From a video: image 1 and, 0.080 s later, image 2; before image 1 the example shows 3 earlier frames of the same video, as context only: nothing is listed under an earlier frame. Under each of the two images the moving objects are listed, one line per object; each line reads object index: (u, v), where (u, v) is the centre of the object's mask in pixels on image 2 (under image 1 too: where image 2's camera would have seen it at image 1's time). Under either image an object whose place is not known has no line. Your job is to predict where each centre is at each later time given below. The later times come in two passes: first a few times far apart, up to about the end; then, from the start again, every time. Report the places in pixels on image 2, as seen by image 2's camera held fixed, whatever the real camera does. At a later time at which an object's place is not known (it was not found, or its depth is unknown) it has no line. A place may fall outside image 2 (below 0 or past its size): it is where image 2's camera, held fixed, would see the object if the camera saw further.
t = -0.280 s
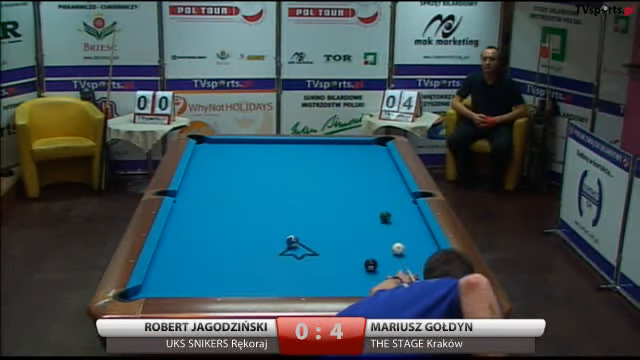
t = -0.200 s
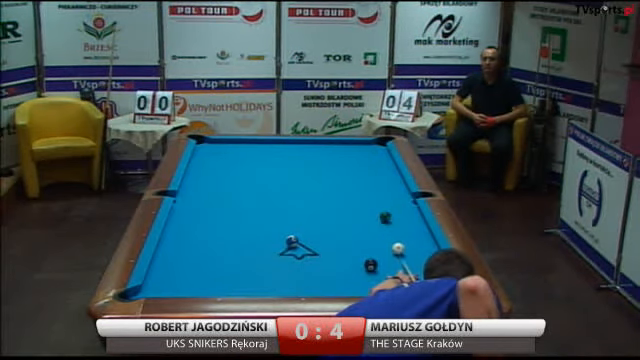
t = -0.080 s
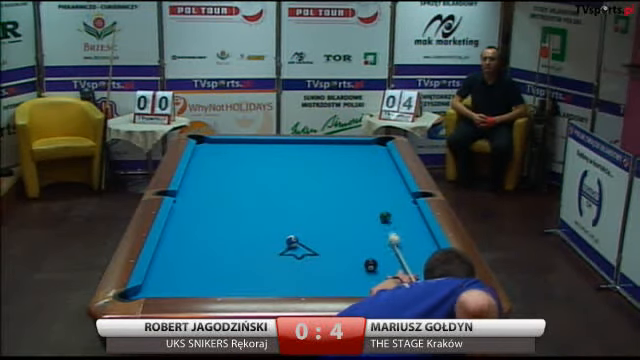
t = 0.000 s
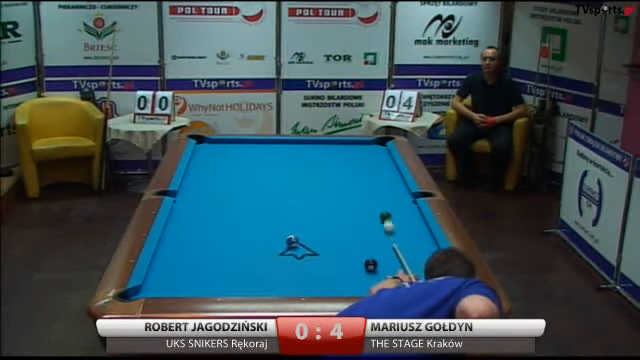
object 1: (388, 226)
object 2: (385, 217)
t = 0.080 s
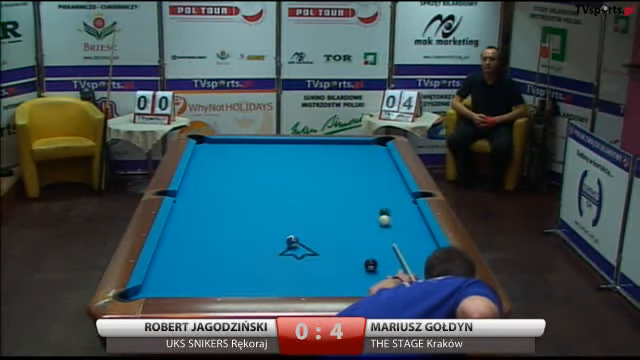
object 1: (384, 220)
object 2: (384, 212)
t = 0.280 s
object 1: (379, 220)
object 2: (382, 195)
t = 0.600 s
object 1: (371, 221)
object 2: (380, 172)
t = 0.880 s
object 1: (366, 221)
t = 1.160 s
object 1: (360, 219)
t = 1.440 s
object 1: (360, 222)
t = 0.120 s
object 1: (383, 220)
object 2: (384, 209)
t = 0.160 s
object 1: (382, 220)
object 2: (384, 205)
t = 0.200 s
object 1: (381, 220)
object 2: (383, 201)
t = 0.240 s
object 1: (380, 220)
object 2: (383, 197)
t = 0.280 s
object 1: (379, 220)
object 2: (382, 195)
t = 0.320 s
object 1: (378, 220)
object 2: (383, 191)
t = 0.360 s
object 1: (377, 220)
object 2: (382, 189)
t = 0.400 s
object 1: (376, 221)
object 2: (381, 185)
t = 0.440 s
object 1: (375, 221)
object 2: (381, 183)
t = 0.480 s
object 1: (374, 221)
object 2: (381, 180)
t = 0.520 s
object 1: (373, 221)
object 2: (381, 177)
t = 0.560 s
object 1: (372, 221)
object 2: (380, 175)
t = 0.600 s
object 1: (371, 221)
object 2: (380, 172)
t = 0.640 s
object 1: (371, 221)
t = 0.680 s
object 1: (370, 221)
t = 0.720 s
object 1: (369, 221)
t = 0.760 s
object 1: (368, 221)
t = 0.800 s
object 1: (367, 221)
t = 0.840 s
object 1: (367, 221)
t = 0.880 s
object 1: (366, 221)
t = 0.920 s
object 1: (365, 221)
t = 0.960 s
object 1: (365, 221)
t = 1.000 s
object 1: (364, 220)
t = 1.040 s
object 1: (363, 219)
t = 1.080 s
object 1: (361, 220)
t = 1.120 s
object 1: (360, 219)
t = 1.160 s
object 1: (360, 219)
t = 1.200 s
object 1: (360, 220)
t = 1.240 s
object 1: (361, 221)
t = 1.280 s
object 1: (361, 221)
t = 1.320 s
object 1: (361, 222)
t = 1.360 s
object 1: (360, 222)
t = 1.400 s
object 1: (360, 222)
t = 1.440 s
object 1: (360, 222)
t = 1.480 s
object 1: (360, 222)
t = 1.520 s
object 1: (359, 222)
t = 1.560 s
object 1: (359, 222)
